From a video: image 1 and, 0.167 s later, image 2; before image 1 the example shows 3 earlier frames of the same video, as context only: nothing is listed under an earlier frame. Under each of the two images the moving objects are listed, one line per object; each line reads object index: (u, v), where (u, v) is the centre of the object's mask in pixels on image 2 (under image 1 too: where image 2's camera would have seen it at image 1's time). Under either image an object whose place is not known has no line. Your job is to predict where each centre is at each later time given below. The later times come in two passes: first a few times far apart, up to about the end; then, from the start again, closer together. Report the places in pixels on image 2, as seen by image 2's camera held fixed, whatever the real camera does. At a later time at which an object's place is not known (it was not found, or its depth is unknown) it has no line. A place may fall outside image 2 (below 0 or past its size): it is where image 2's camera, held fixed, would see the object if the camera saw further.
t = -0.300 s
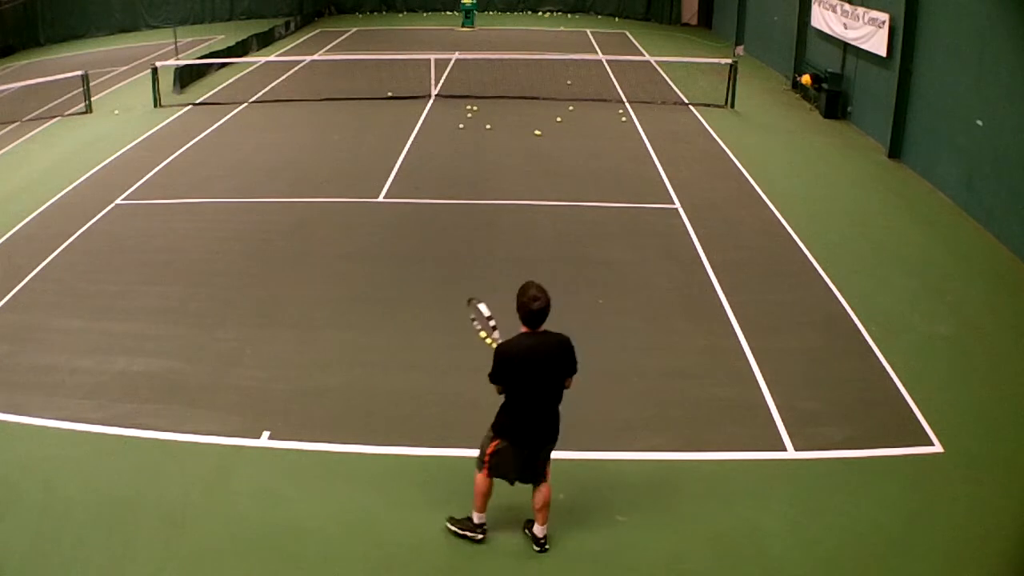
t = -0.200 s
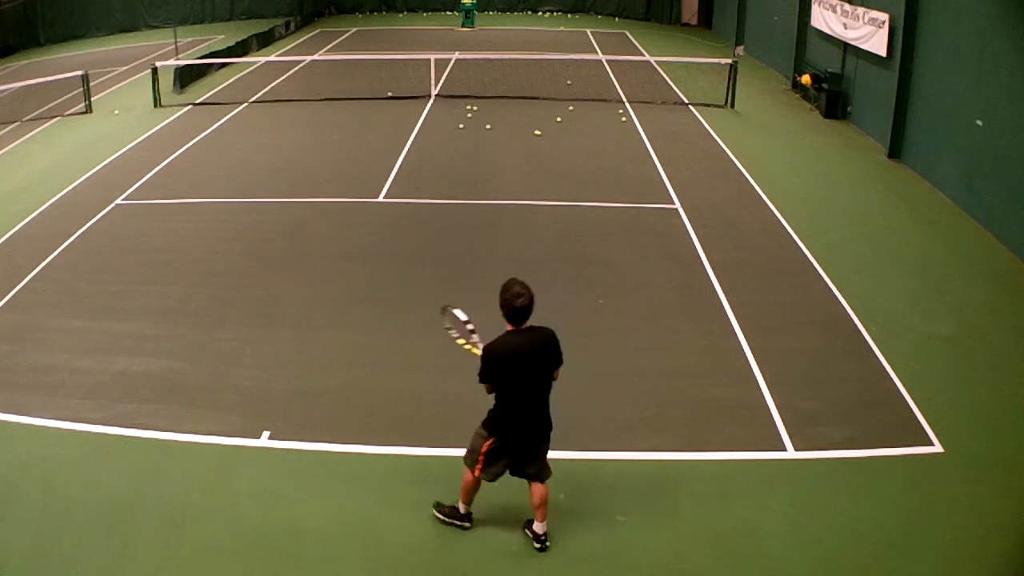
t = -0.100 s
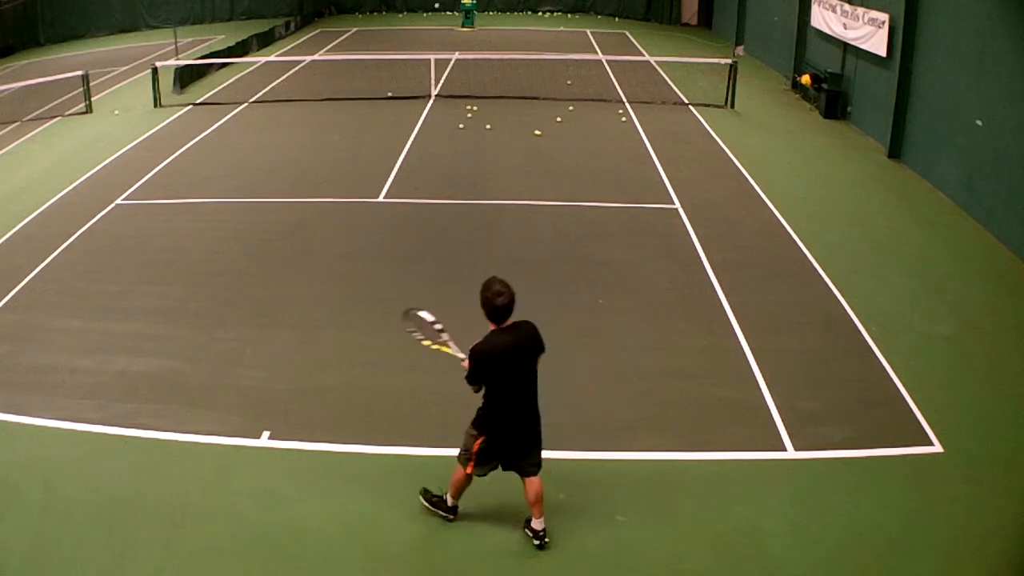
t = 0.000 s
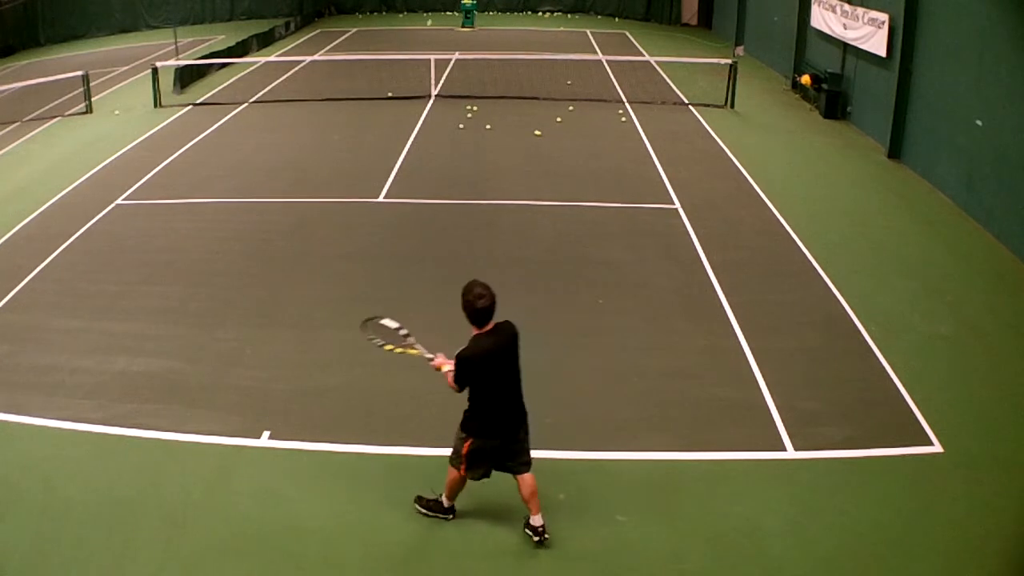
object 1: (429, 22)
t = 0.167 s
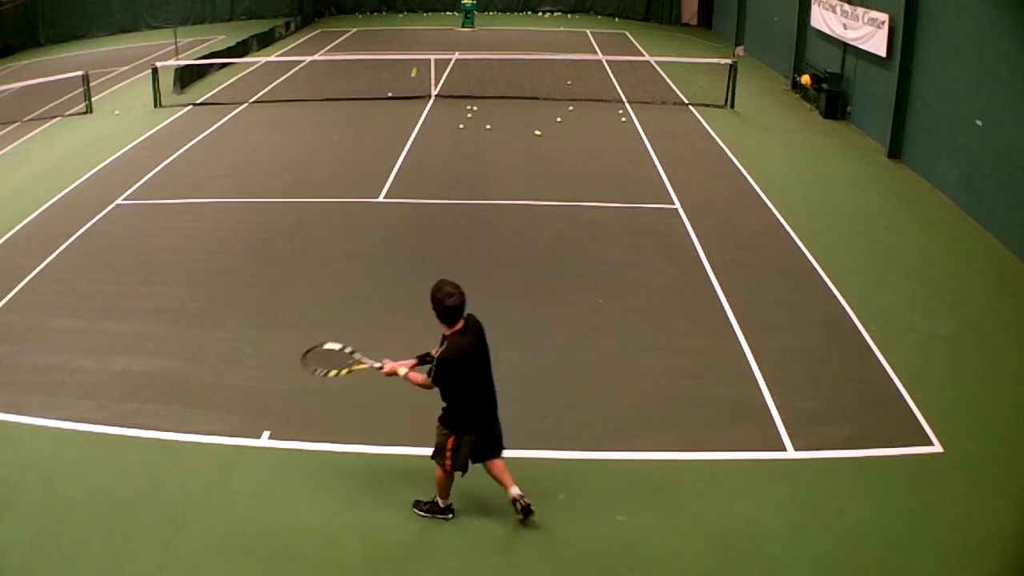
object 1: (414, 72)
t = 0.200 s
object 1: (410, 87)
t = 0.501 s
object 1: (375, 229)
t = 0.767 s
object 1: (336, 231)
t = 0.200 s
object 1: (410, 87)
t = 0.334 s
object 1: (394, 160)
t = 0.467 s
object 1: (378, 233)
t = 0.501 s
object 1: (375, 229)
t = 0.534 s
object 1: (371, 226)
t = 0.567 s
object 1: (366, 223)
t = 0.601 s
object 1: (361, 222)
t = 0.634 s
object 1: (357, 221)
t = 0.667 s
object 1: (351, 222)
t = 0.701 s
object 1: (346, 224)
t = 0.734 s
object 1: (341, 226)
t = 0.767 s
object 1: (336, 231)
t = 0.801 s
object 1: (330, 237)
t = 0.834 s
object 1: (325, 245)
